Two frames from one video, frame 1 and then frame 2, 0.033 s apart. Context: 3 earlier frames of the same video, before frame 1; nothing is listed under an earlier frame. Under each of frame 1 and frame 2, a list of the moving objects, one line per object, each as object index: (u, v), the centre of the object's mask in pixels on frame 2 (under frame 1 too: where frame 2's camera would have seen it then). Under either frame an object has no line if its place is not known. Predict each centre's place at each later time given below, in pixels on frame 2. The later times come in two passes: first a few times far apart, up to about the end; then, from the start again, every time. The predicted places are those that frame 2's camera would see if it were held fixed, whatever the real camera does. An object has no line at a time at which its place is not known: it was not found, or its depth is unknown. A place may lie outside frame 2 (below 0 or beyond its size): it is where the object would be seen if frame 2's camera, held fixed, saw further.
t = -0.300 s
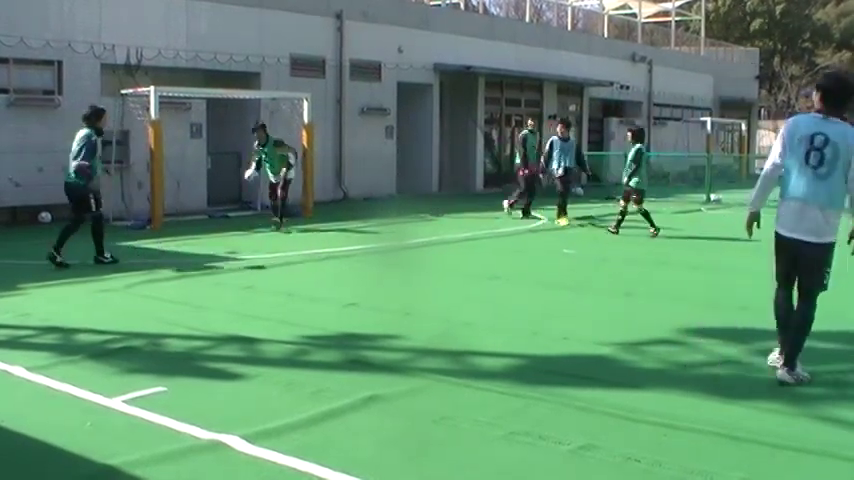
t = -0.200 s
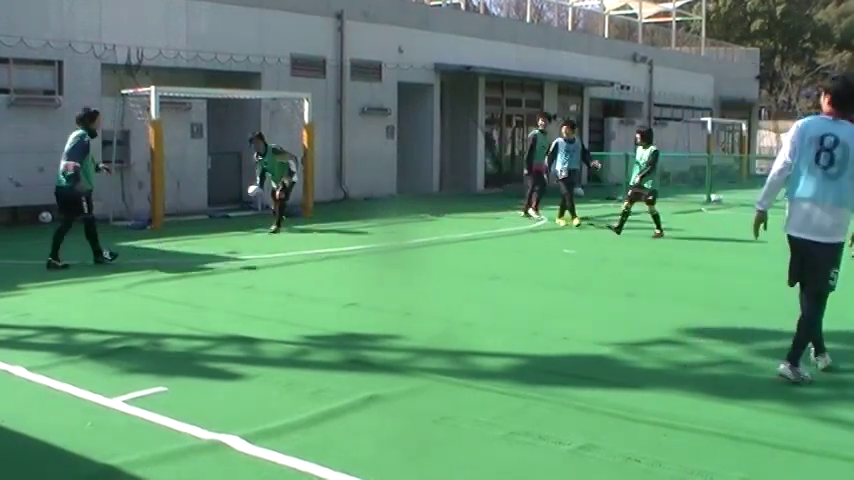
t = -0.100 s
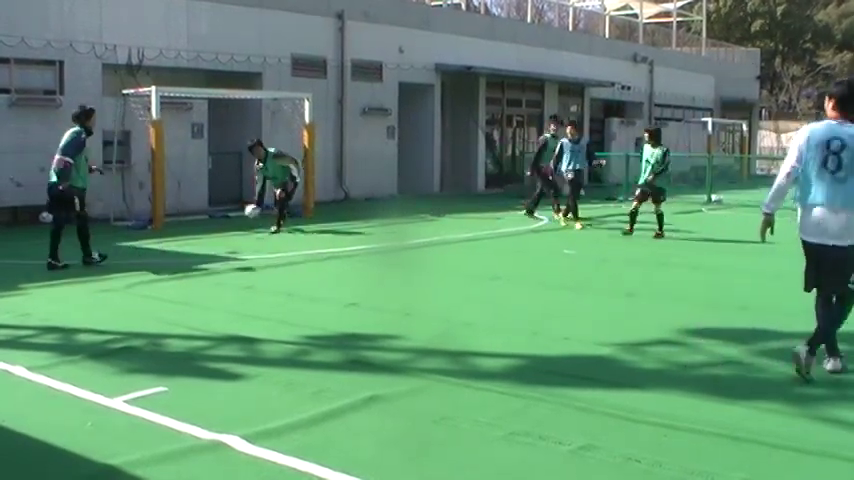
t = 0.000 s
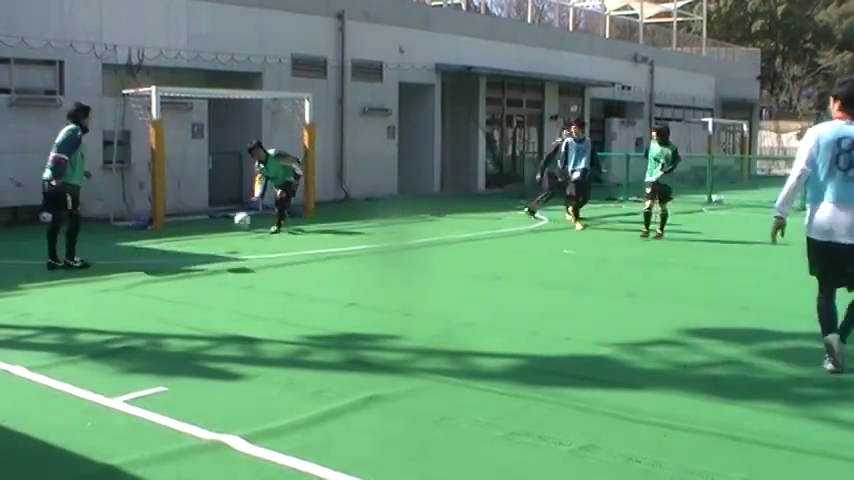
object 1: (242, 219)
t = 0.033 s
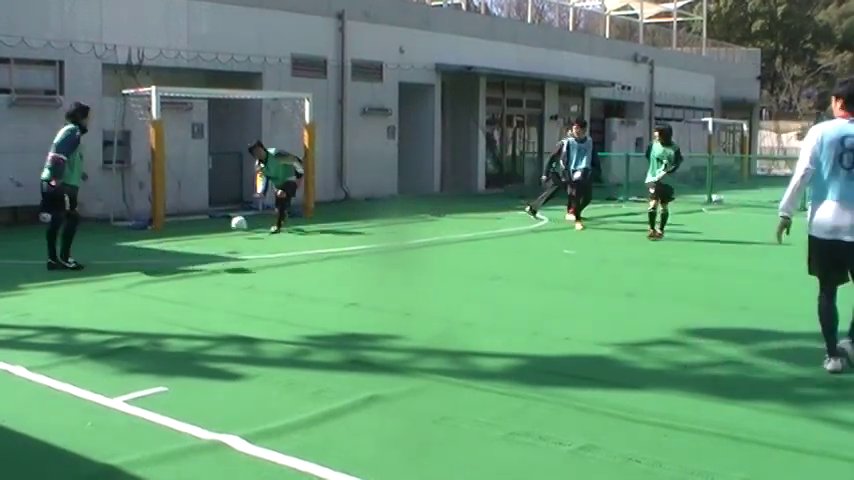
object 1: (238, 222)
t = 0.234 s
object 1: (215, 237)
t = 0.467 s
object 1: (183, 253)
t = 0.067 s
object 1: (234, 226)
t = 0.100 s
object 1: (231, 234)
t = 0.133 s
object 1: (228, 233)
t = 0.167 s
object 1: (223, 234)
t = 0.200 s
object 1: (219, 234)
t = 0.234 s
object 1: (215, 237)
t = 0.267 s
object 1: (211, 239)
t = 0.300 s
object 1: (207, 244)
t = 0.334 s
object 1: (202, 247)
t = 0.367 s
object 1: (198, 249)
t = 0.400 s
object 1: (194, 251)
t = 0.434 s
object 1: (188, 252)
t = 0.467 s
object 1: (183, 253)
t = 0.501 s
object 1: (176, 255)
